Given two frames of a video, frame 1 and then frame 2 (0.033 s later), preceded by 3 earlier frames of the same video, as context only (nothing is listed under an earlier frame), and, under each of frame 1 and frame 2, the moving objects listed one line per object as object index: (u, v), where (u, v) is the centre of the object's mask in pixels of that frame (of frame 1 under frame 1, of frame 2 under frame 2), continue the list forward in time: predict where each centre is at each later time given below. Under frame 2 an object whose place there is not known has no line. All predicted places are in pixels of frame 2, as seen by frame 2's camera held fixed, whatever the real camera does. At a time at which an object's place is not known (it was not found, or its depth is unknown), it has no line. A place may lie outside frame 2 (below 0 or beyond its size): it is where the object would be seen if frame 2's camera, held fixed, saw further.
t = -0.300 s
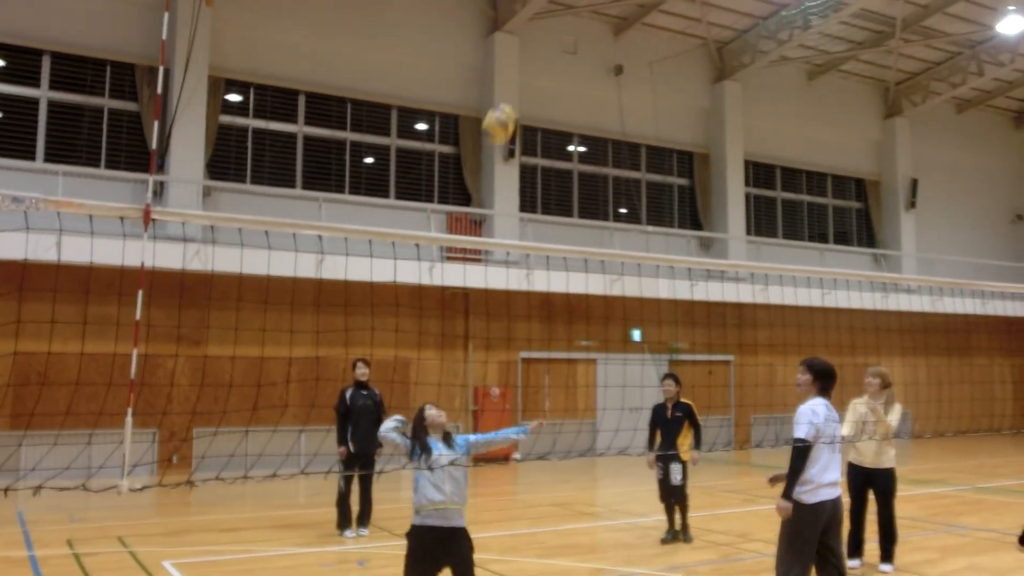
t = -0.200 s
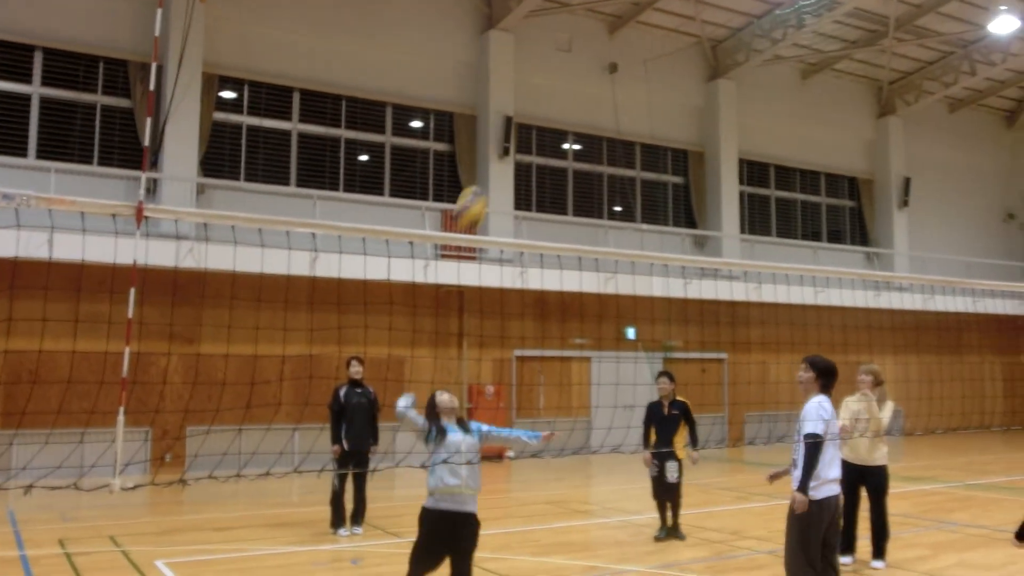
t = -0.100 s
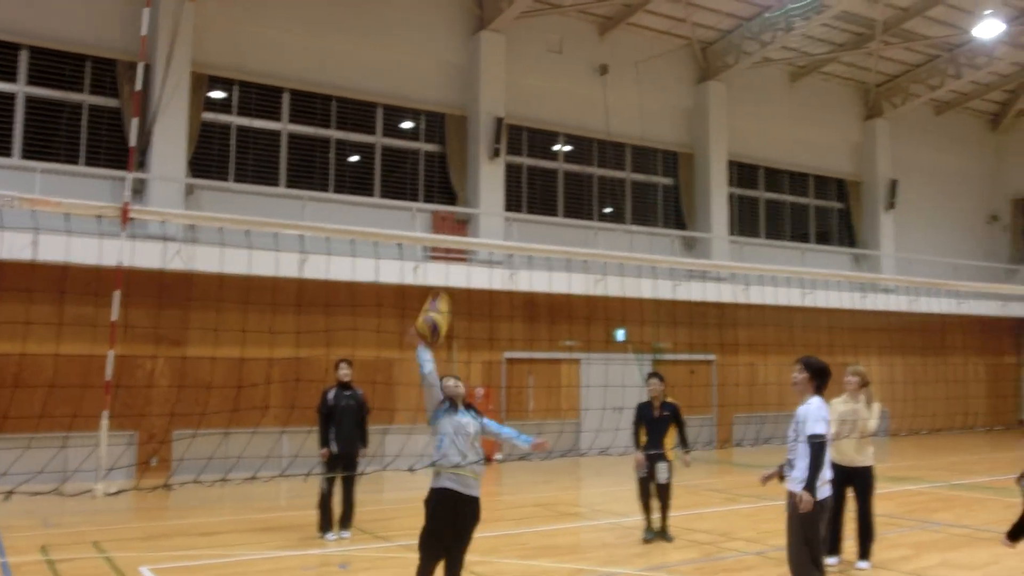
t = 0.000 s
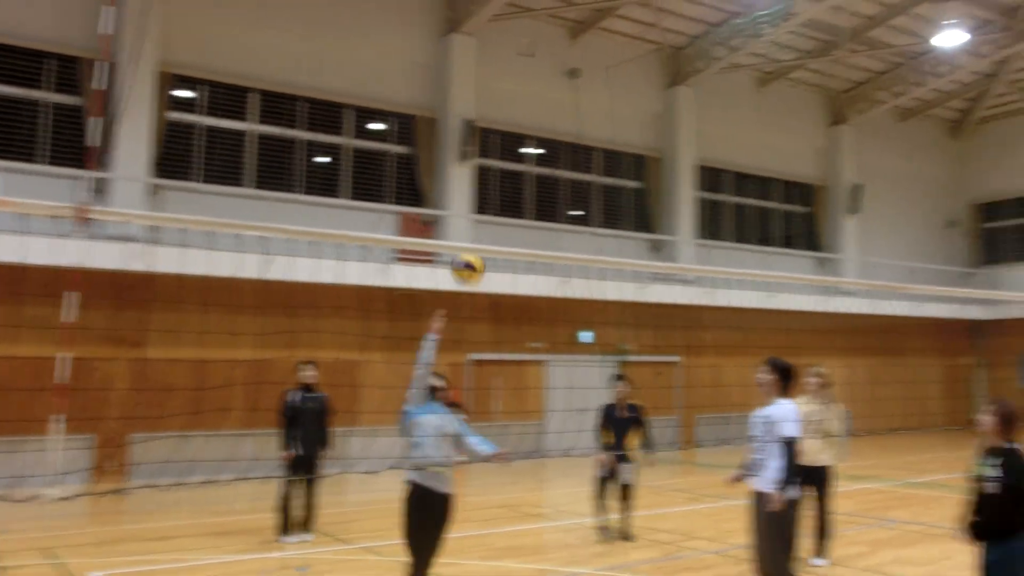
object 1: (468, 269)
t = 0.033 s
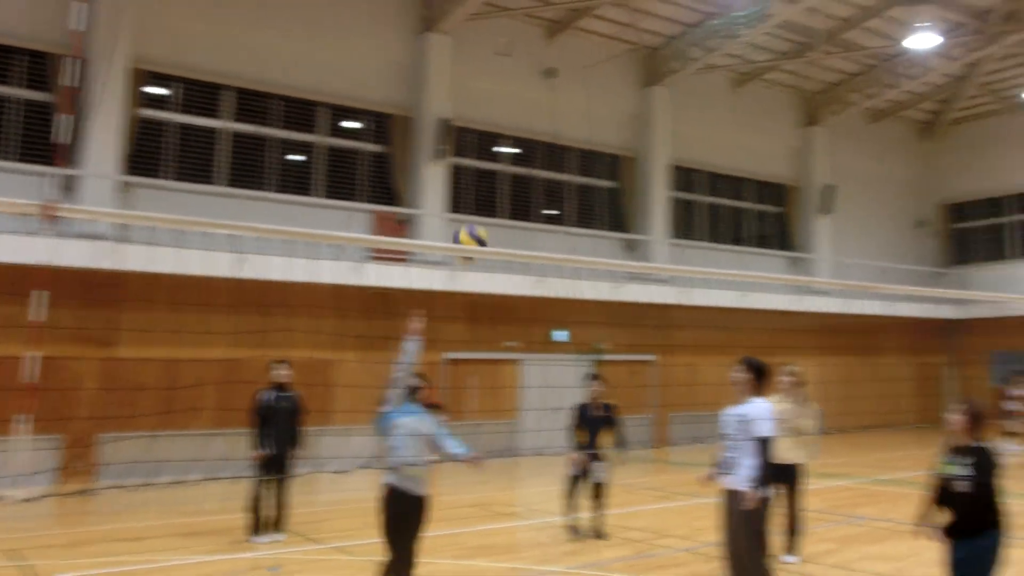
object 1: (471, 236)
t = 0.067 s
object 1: (498, 221)
